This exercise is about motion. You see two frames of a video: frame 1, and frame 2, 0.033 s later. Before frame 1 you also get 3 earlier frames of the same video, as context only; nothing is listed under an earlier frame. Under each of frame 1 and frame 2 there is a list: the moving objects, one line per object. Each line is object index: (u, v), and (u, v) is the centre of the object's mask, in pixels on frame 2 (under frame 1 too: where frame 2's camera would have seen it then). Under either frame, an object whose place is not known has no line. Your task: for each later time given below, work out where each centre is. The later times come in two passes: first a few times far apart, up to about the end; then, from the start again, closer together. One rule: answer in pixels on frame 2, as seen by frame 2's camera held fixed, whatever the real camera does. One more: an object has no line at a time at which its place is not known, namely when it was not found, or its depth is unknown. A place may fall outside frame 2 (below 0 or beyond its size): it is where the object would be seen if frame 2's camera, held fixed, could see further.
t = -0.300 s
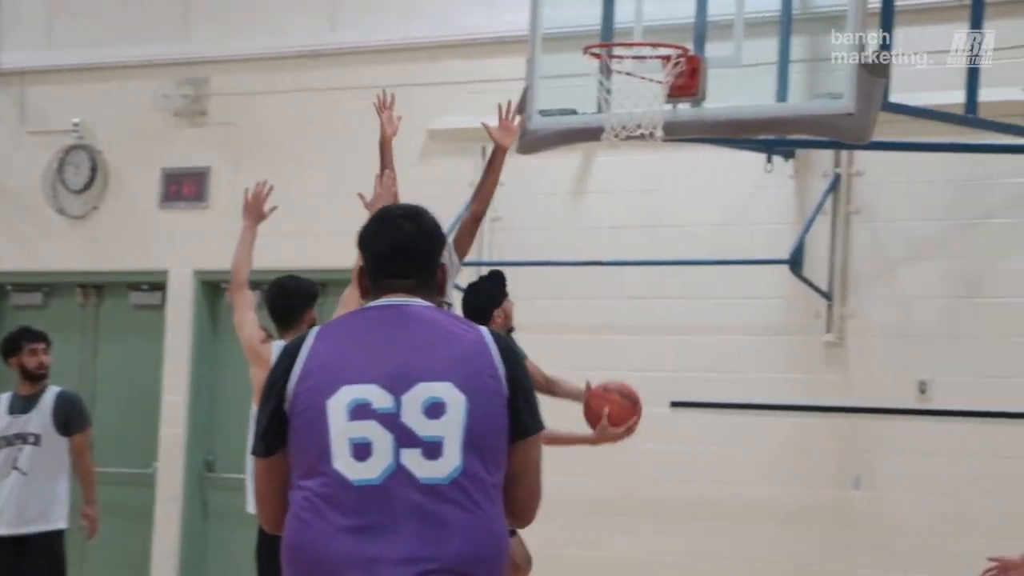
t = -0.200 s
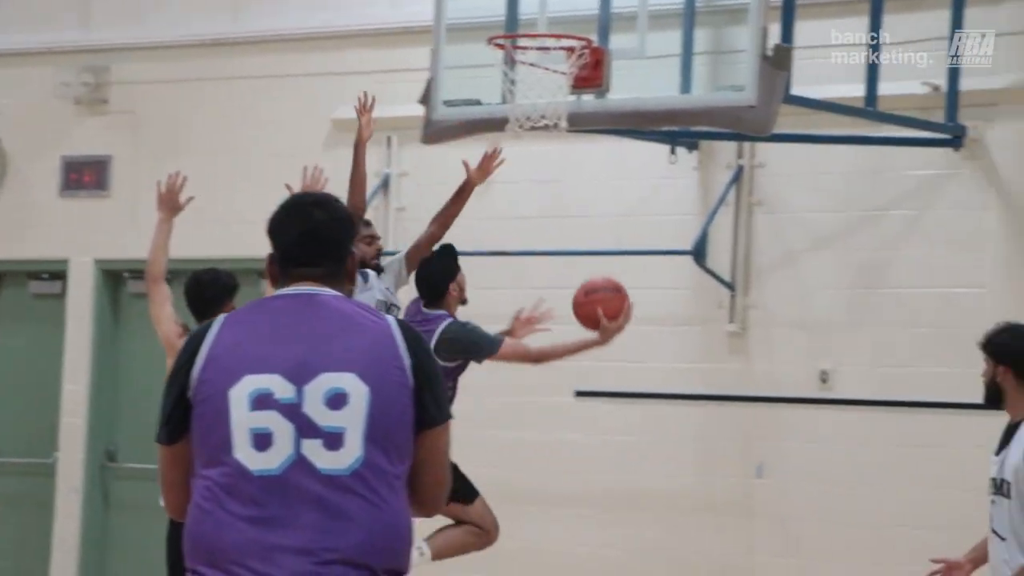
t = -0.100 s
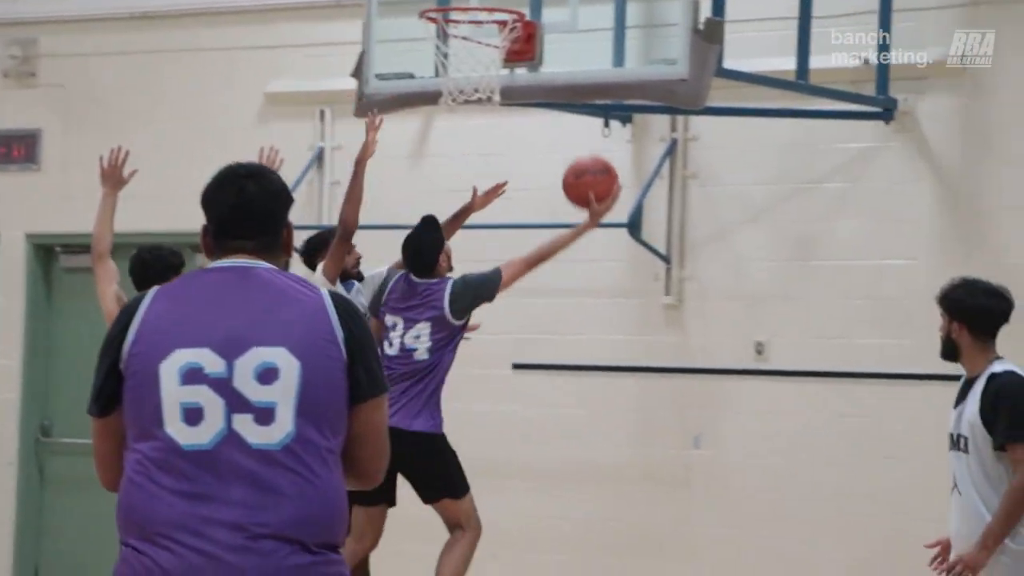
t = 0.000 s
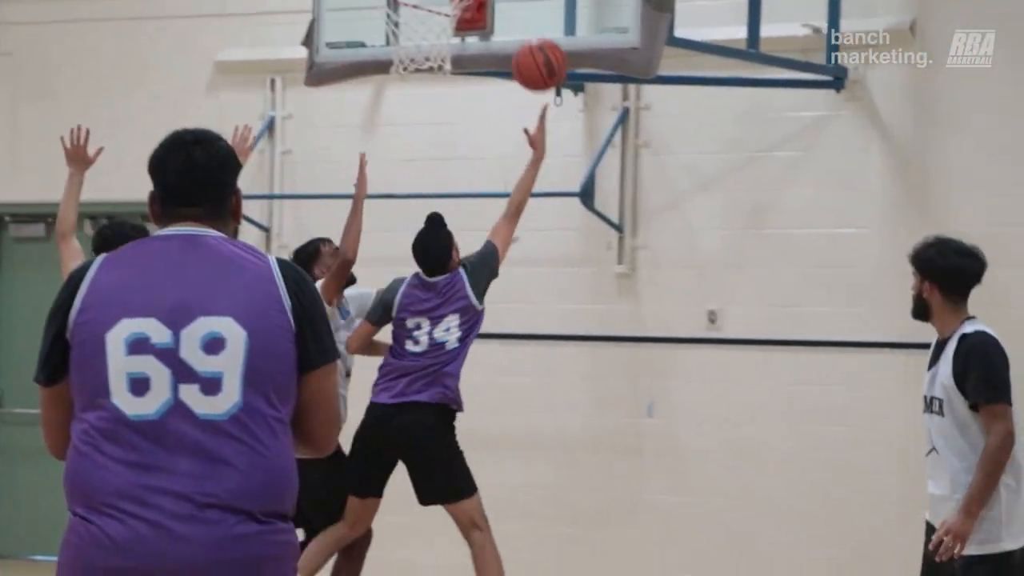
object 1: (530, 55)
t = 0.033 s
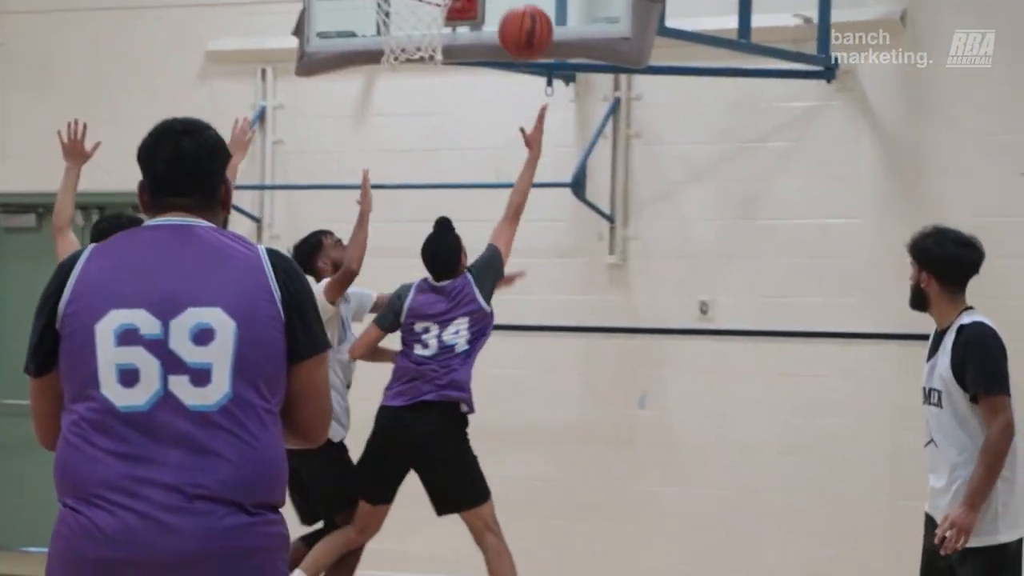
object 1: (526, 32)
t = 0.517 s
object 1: (394, -62)
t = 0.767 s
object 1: (437, -59)
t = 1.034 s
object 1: (437, -54)
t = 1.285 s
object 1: (385, -10)
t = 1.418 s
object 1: (381, 23)
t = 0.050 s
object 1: (523, 24)
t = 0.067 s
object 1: (520, 19)
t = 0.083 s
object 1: (517, 15)
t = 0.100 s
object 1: (515, 9)
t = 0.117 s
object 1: (512, 2)
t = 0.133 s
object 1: (509, -6)
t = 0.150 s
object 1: (506, -16)
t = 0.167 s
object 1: (504, -27)
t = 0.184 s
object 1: (500, -39)
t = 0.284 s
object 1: (484, -70)
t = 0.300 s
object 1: (482, -71)
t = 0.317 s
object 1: (476, -73)
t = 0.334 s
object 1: (470, -76)
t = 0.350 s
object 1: (463, -77)
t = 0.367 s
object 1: (456, -78)
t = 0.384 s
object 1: (449, -79)
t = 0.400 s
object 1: (442, -79)
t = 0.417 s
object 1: (435, -78)
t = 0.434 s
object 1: (429, -76)
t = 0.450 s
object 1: (422, -75)
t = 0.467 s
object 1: (415, -72)
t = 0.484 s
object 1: (408, -69)
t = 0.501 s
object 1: (401, -65)
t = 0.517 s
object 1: (394, -62)
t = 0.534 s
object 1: (387, -59)
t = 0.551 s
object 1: (379, -56)
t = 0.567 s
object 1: (379, -54)
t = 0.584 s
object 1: (385, -57)
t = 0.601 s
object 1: (391, -58)
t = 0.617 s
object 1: (396, -59)
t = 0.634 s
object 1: (402, -59)
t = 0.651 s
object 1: (408, -60)
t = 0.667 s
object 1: (414, -59)
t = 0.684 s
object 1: (420, -58)
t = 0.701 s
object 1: (425, -57)
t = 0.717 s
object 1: (431, -56)
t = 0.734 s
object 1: (436, -55)
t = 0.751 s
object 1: (437, -57)
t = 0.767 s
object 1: (437, -59)
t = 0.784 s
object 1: (437, -62)
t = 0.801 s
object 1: (438, -64)
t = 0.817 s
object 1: (438, -66)
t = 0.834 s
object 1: (438, -67)
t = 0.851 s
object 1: (439, -68)
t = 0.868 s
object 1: (439, -68)
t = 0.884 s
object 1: (439, -67)
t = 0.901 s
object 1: (440, -66)
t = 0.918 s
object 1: (440, -65)
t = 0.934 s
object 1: (440, -63)
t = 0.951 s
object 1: (441, -61)
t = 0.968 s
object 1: (441, -58)
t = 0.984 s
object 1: (441, -56)
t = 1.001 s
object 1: (442, -53)
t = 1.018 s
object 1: (440, -53)
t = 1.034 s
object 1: (437, -54)
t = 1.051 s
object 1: (434, -56)
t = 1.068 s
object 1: (430, -56)
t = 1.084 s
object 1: (427, -54)
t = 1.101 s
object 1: (423, -56)
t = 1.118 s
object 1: (420, -56)
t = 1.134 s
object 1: (417, -56)
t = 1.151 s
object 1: (413, -50)
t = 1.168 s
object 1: (410, -54)
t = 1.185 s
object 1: (405, -43)
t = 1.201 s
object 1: (403, -39)
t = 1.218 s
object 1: (400, -35)
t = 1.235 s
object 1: (397, -30)
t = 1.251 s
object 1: (393, -25)
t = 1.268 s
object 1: (389, -18)
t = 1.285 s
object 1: (385, -10)
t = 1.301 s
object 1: (383, -4)
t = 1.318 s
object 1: (381, 1)
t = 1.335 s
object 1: (379, 6)
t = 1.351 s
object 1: (378, 10)
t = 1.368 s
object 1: (378, 13)
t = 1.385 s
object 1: (379, 16)
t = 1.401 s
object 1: (380, 20)
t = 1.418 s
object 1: (381, 23)
